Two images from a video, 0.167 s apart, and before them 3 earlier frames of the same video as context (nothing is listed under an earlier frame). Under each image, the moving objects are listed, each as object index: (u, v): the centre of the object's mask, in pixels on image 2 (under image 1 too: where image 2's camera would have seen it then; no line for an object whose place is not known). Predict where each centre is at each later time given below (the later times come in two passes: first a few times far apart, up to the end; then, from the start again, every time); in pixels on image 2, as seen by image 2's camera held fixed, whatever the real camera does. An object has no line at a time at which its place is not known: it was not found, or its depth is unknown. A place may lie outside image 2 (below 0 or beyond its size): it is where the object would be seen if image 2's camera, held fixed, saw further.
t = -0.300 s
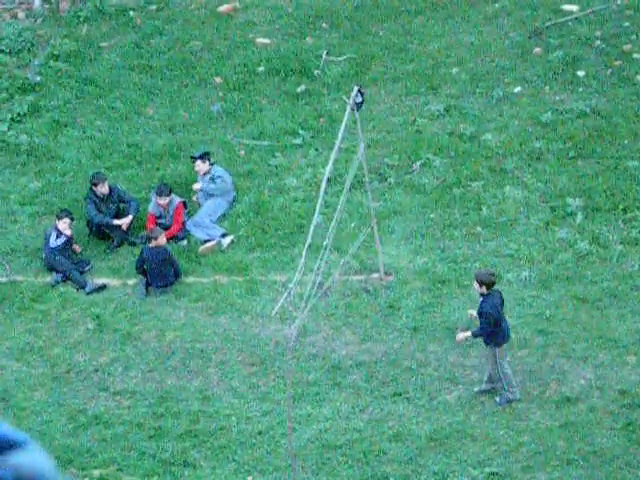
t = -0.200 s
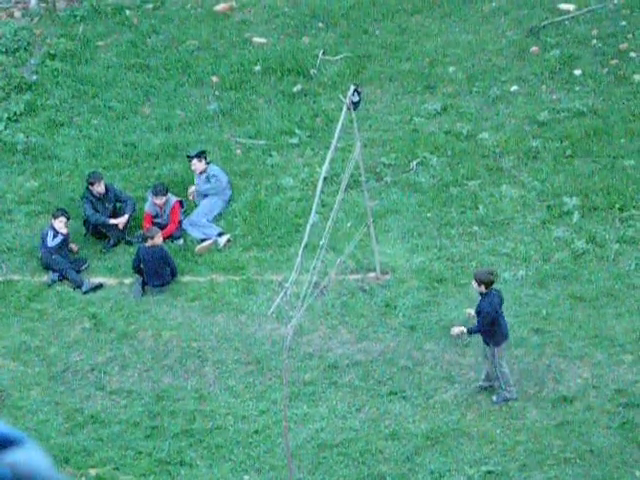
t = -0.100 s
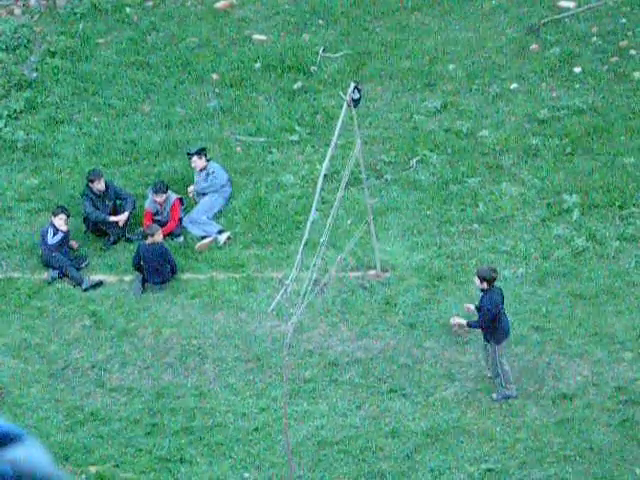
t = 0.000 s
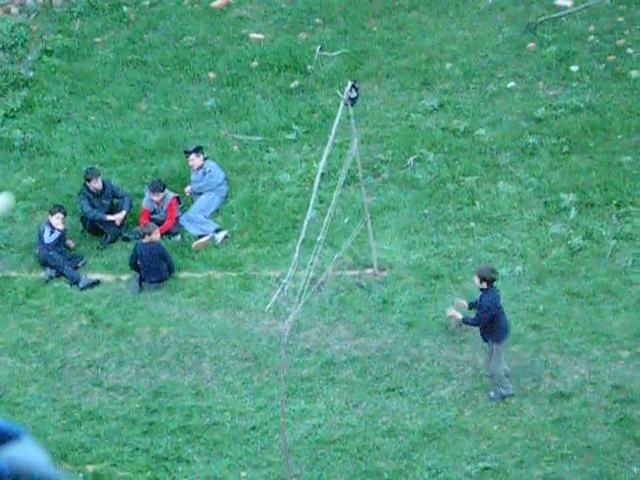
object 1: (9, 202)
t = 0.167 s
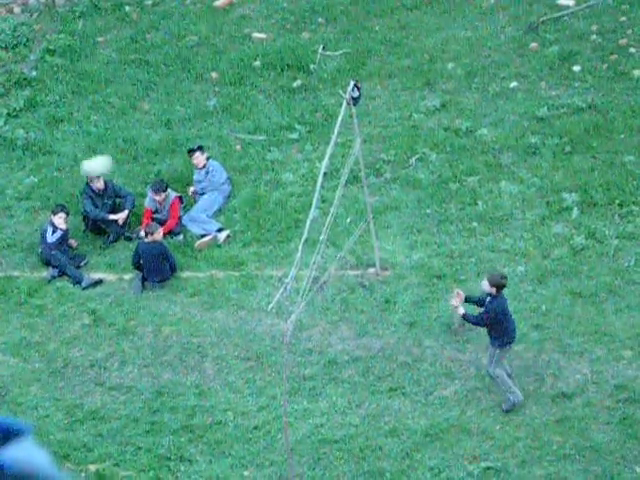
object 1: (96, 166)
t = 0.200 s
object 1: (116, 162)
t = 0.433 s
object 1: (265, 158)
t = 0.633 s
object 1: (397, 196)
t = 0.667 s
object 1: (418, 205)
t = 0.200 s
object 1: (116, 162)
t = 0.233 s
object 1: (137, 158)
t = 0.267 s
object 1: (158, 155)
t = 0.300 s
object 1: (178, 154)
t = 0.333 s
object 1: (201, 153)
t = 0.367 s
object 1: (223, 153)
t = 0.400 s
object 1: (243, 156)
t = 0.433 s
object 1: (265, 158)
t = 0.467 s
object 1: (286, 162)
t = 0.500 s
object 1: (307, 166)
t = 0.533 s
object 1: (330, 173)
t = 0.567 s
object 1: (351, 179)
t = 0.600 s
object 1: (375, 187)
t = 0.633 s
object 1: (397, 196)
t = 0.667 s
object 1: (418, 205)
